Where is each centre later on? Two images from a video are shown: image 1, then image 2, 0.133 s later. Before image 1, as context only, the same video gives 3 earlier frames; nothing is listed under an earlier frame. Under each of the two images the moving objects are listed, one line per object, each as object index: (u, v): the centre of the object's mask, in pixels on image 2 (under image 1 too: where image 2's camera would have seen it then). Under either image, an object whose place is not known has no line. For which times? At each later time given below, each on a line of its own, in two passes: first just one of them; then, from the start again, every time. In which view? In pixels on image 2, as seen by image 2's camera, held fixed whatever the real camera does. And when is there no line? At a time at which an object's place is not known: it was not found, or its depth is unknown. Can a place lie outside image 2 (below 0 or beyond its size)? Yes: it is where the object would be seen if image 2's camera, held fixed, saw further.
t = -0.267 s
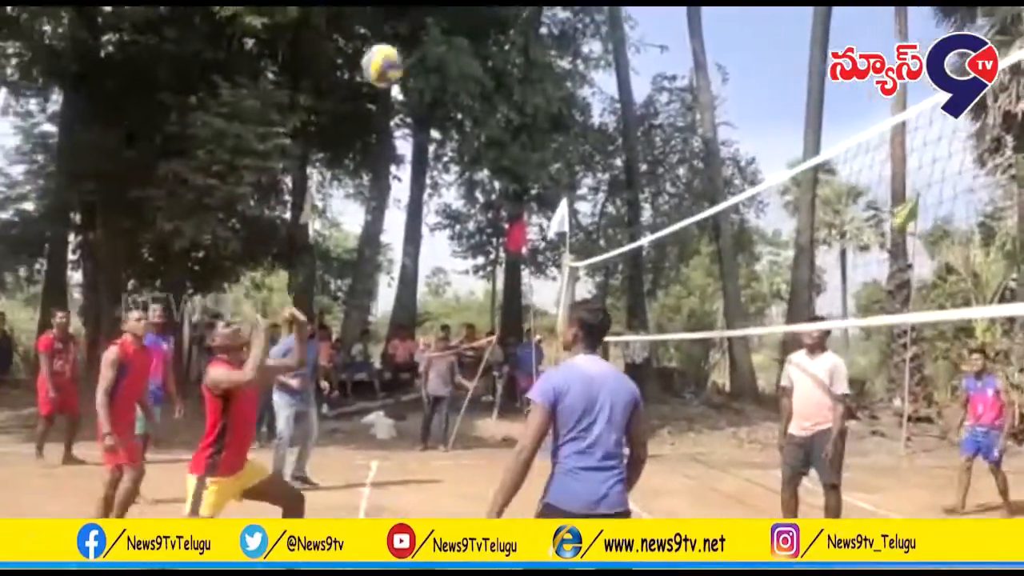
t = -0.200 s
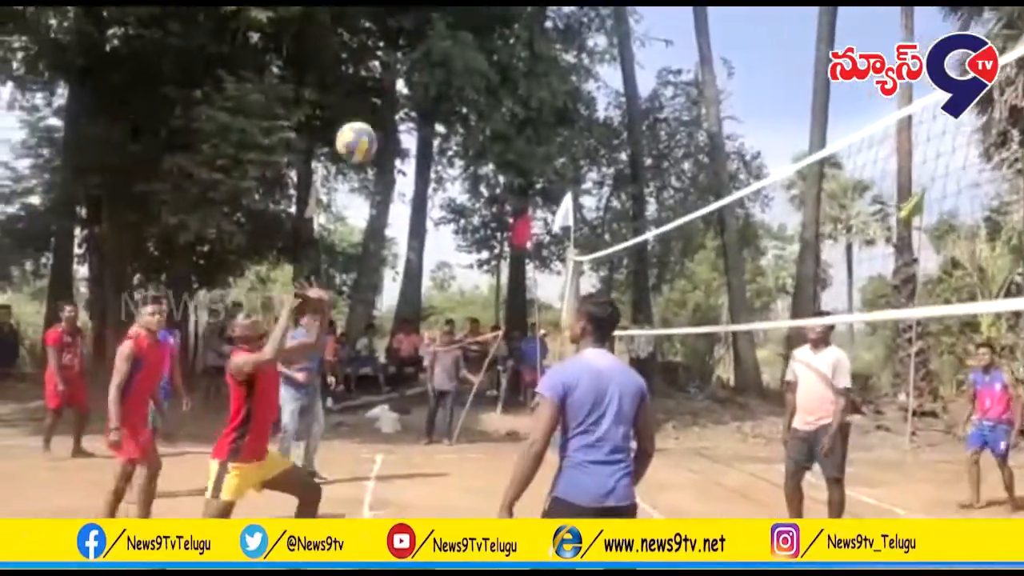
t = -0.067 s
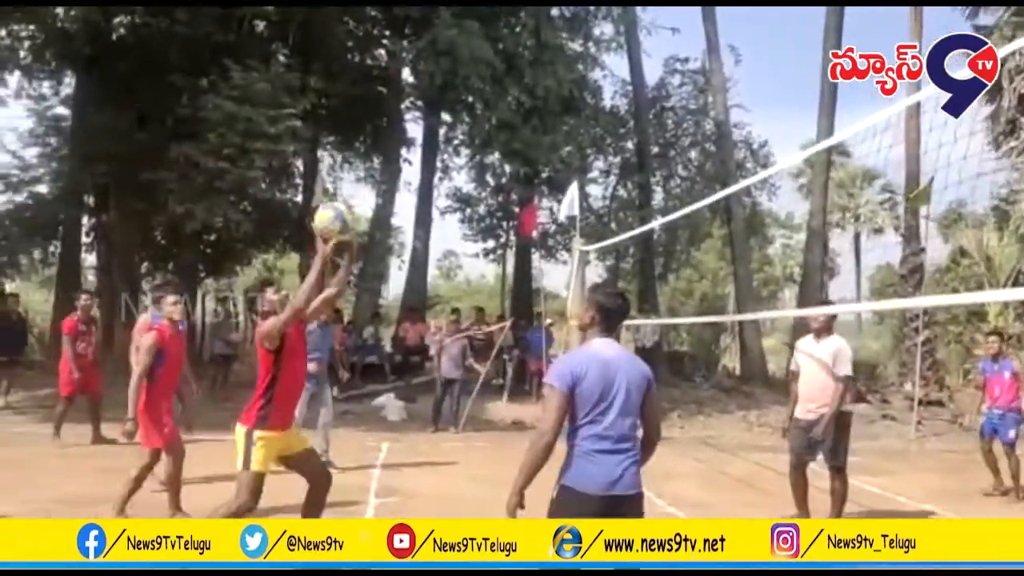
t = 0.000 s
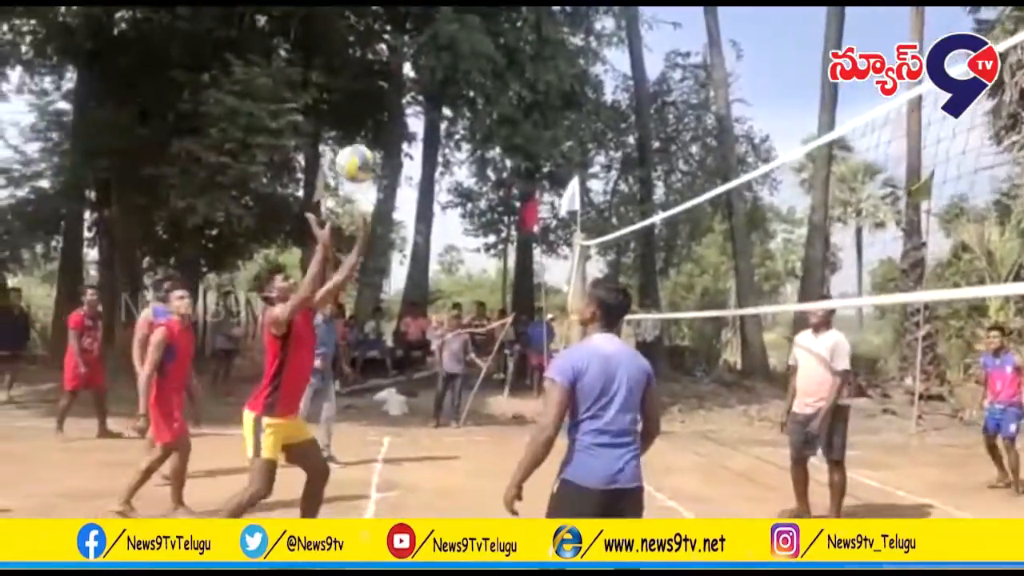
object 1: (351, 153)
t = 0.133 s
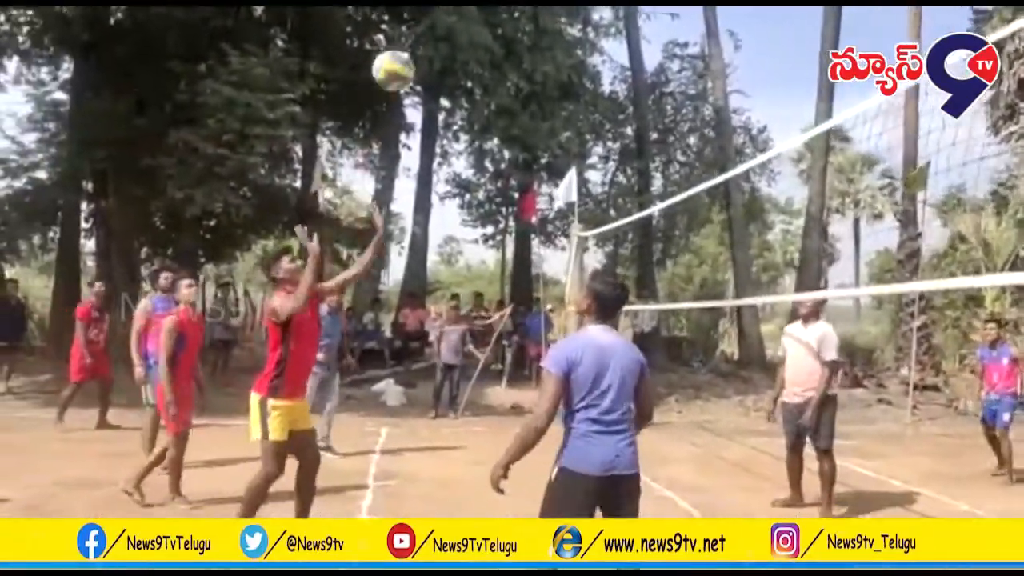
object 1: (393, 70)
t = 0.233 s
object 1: (421, 30)
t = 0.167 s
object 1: (403, 54)
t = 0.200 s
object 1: (413, 40)
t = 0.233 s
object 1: (421, 30)
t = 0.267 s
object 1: (432, 24)
